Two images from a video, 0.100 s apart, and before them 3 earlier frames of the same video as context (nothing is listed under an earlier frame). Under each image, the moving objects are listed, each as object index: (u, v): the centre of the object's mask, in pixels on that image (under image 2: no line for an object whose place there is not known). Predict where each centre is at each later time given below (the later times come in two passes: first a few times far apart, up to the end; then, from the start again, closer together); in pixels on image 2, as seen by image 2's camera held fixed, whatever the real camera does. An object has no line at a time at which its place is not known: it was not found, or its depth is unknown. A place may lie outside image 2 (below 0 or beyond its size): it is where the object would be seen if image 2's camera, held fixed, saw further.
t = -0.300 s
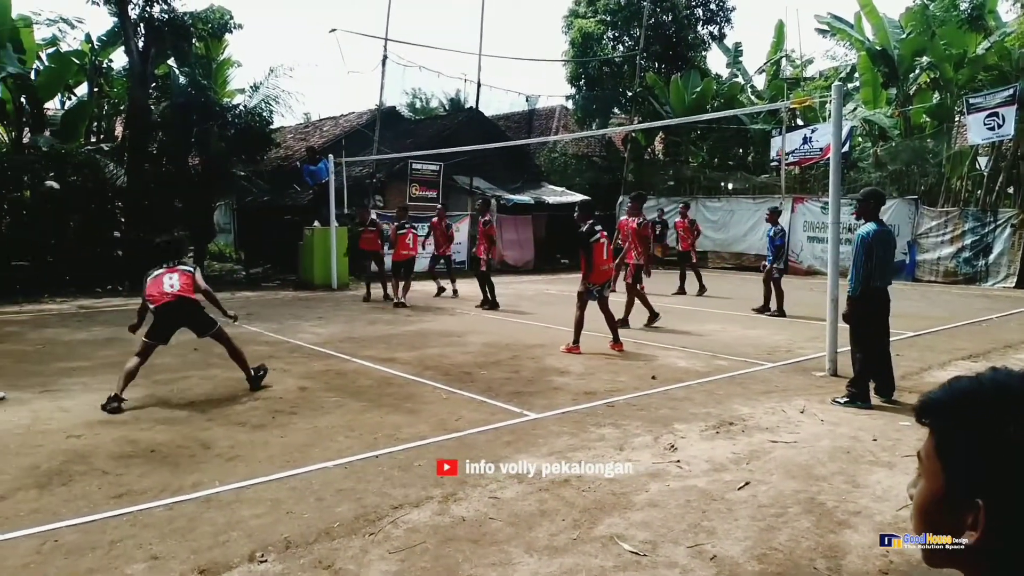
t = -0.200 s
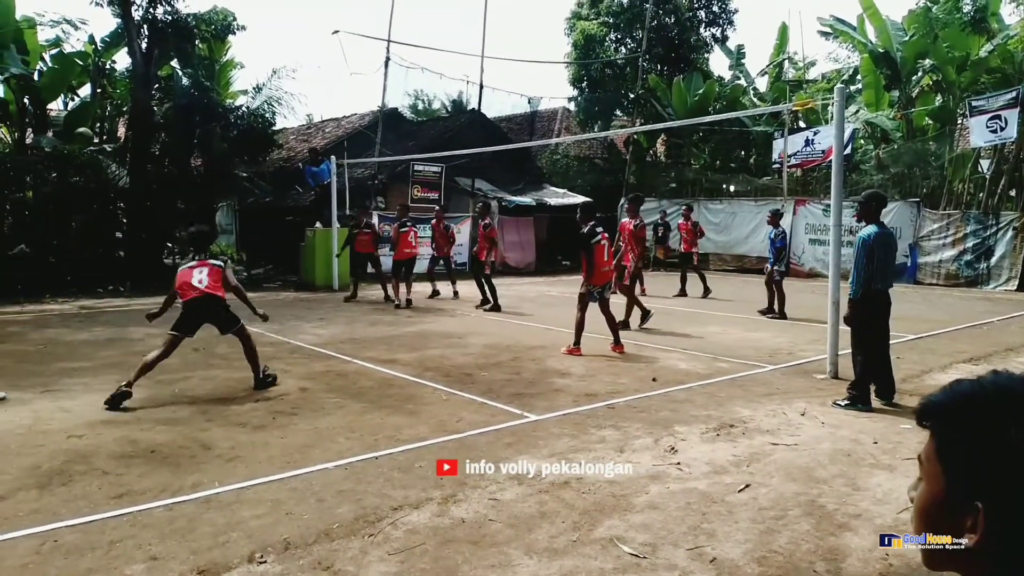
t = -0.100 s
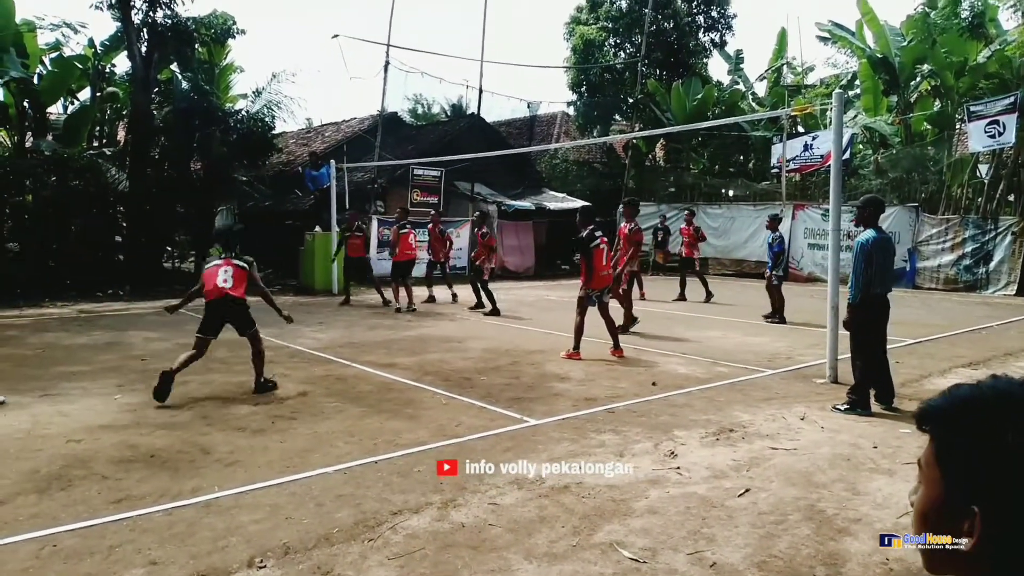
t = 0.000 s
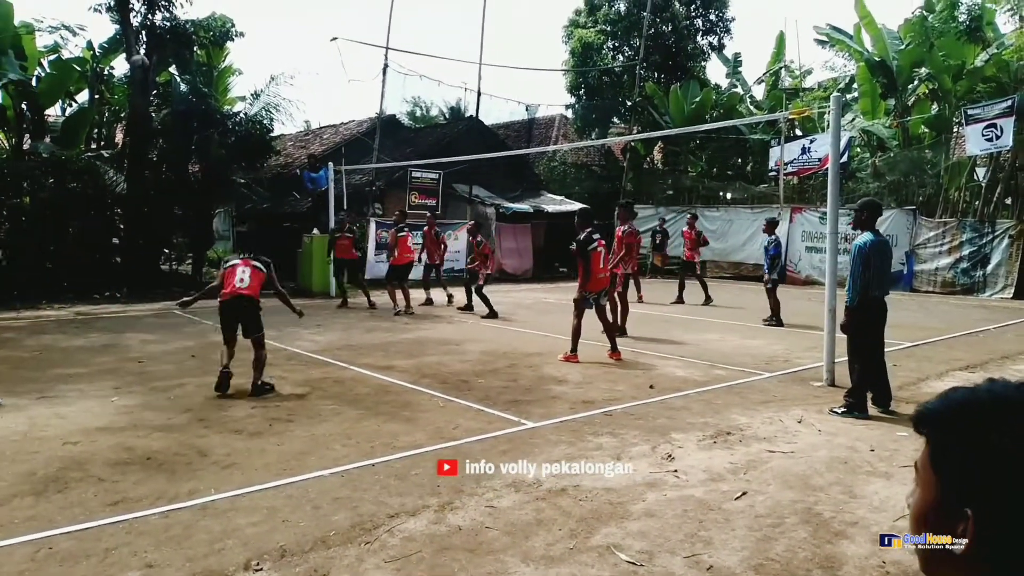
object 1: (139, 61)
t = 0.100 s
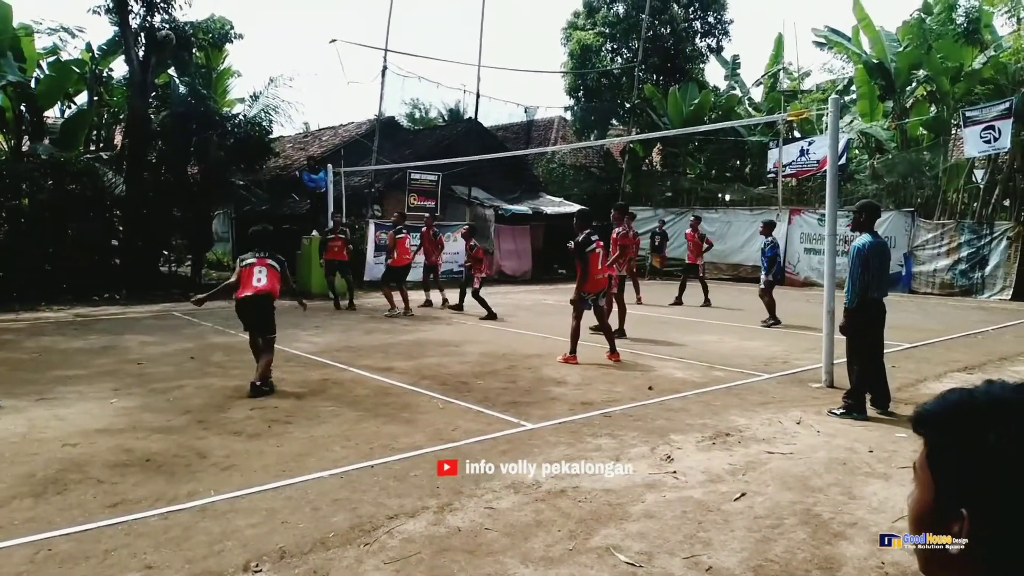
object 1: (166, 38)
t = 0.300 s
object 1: (218, 11)
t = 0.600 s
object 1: (288, 22)
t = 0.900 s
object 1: (350, 90)
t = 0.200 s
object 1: (192, 21)
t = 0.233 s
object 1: (201, 17)
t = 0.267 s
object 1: (210, 13)
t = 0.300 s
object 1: (218, 11)
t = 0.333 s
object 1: (226, 10)
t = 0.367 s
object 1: (234, 8)
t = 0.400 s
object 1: (242, 8)
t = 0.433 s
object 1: (250, 8)
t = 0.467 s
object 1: (258, 9)
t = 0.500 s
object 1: (266, 11)
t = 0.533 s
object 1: (273, 14)
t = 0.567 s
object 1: (281, 18)
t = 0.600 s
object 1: (288, 22)
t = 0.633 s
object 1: (295, 27)
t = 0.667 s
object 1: (303, 33)
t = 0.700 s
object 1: (310, 39)
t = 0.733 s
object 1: (317, 46)
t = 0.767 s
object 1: (324, 54)
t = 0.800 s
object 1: (331, 62)
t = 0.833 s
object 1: (337, 71)
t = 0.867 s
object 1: (344, 80)
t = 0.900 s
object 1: (350, 90)
